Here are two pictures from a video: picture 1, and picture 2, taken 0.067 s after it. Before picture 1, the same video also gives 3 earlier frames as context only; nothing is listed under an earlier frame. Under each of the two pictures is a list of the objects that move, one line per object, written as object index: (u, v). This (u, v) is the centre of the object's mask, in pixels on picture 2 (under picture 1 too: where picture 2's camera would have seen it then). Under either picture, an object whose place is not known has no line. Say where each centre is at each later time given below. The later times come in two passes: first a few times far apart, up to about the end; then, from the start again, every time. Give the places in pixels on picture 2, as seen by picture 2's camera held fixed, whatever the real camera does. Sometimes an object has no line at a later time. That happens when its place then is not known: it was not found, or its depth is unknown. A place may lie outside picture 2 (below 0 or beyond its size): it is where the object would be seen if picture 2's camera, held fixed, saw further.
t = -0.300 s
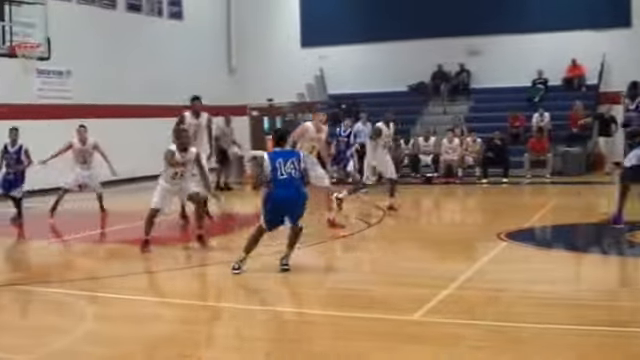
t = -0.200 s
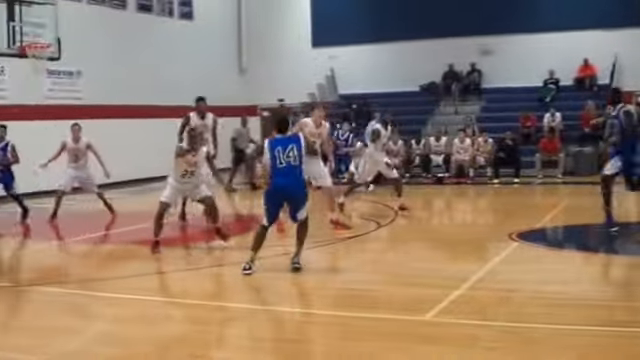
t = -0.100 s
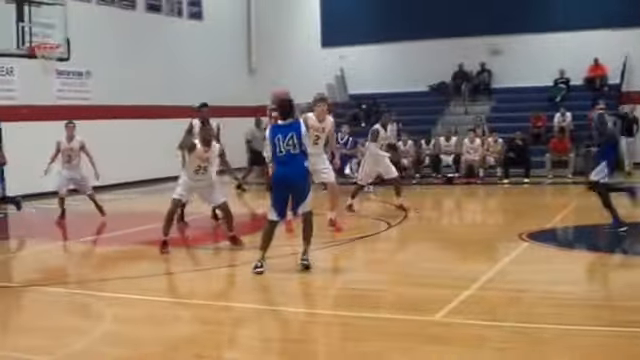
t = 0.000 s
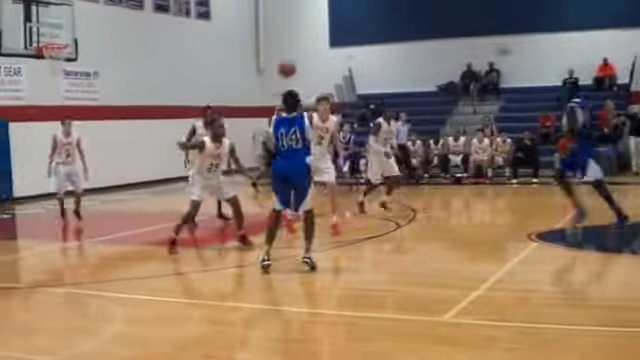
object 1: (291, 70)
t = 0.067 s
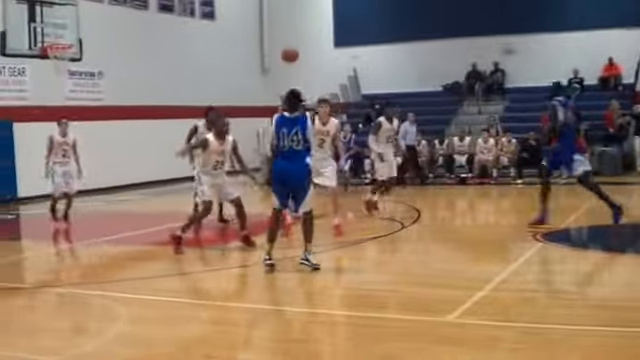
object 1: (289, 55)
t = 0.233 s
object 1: (288, 36)
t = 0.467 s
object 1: (287, 38)
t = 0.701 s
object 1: (288, 64)
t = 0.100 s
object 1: (289, 49)
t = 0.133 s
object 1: (288, 44)
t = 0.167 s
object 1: (289, 40)
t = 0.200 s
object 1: (288, 38)
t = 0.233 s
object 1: (288, 36)
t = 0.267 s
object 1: (288, 34)
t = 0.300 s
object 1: (288, 34)
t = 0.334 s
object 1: (288, 33)
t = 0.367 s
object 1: (288, 34)
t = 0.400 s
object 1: (287, 35)
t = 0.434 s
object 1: (287, 37)
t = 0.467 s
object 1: (287, 38)
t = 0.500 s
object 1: (287, 41)
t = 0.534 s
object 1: (287, 45)
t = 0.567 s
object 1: (287, 48)
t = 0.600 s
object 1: (287, 51)
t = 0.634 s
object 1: (287, 54)
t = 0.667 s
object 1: (288, 60)
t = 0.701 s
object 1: (288, 64)
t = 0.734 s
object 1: (288, 69)
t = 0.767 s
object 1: (289, 75)
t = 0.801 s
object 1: (289, 80)
